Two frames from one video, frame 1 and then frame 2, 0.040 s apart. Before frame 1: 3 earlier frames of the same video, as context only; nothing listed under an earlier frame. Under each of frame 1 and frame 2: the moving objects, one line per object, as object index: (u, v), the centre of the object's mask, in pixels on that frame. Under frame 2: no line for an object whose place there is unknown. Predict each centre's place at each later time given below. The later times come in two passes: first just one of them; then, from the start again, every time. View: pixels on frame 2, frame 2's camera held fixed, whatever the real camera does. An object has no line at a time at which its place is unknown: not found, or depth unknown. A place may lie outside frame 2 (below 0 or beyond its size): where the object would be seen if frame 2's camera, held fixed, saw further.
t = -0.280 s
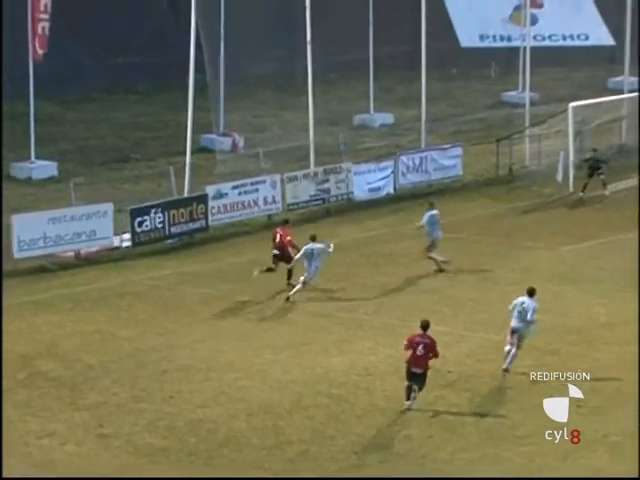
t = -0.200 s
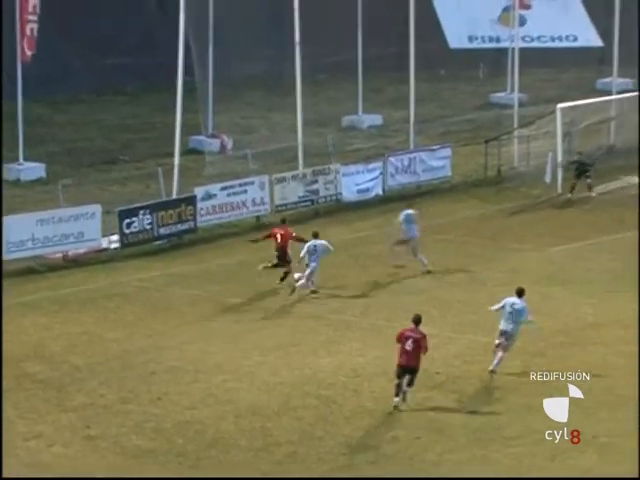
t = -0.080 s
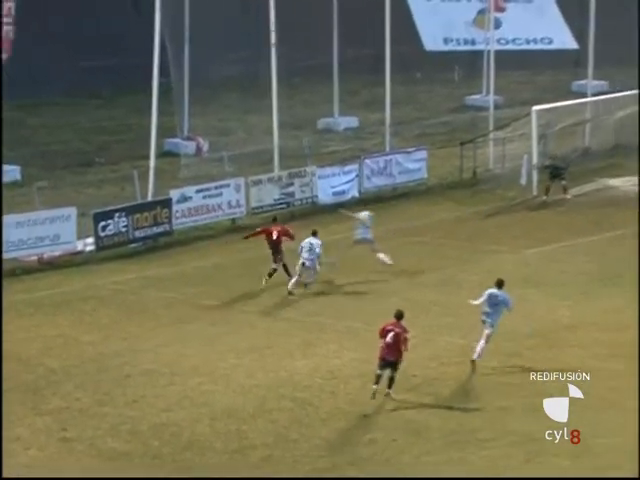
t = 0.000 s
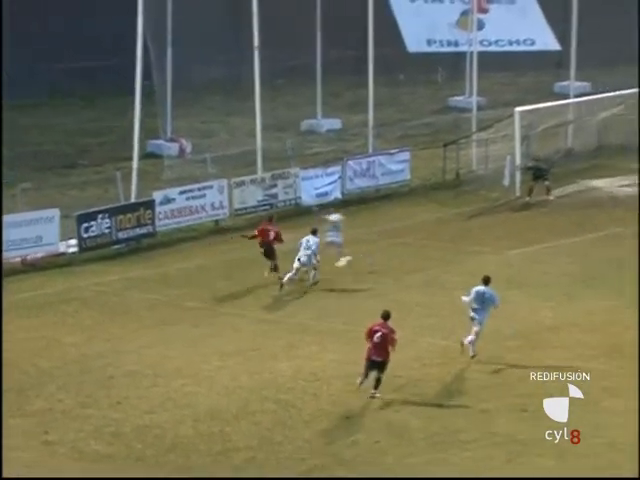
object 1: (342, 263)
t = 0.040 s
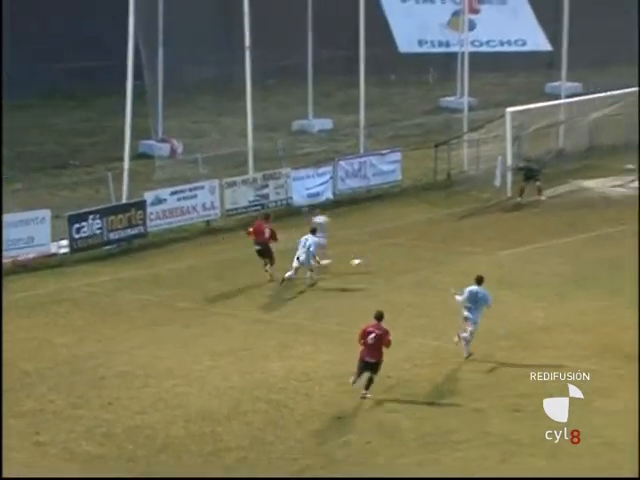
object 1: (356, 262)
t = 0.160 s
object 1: (426, 259)
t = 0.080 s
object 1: (380, 263)
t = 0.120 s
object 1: (402, 259)
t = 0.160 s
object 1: (426, 259)
